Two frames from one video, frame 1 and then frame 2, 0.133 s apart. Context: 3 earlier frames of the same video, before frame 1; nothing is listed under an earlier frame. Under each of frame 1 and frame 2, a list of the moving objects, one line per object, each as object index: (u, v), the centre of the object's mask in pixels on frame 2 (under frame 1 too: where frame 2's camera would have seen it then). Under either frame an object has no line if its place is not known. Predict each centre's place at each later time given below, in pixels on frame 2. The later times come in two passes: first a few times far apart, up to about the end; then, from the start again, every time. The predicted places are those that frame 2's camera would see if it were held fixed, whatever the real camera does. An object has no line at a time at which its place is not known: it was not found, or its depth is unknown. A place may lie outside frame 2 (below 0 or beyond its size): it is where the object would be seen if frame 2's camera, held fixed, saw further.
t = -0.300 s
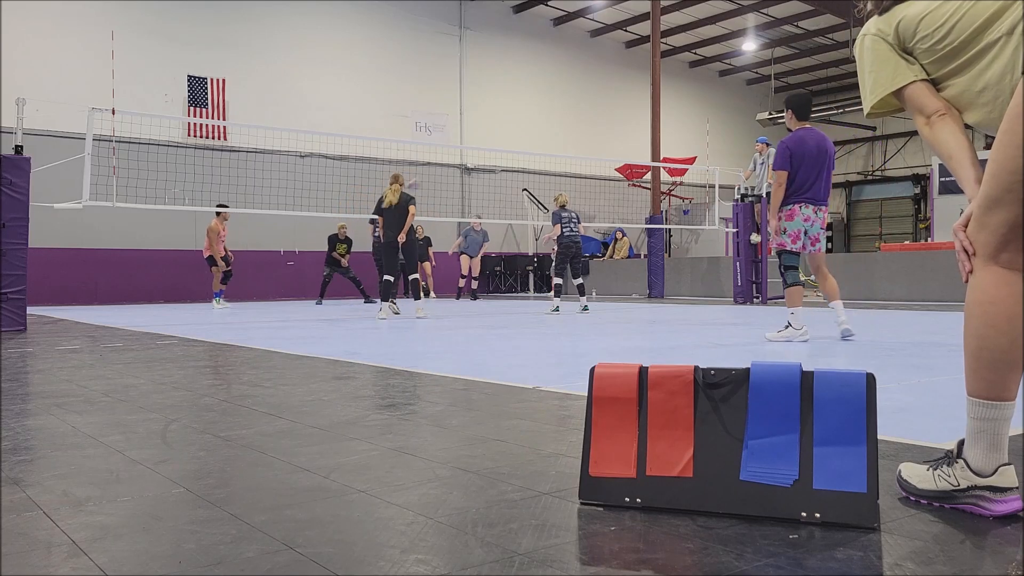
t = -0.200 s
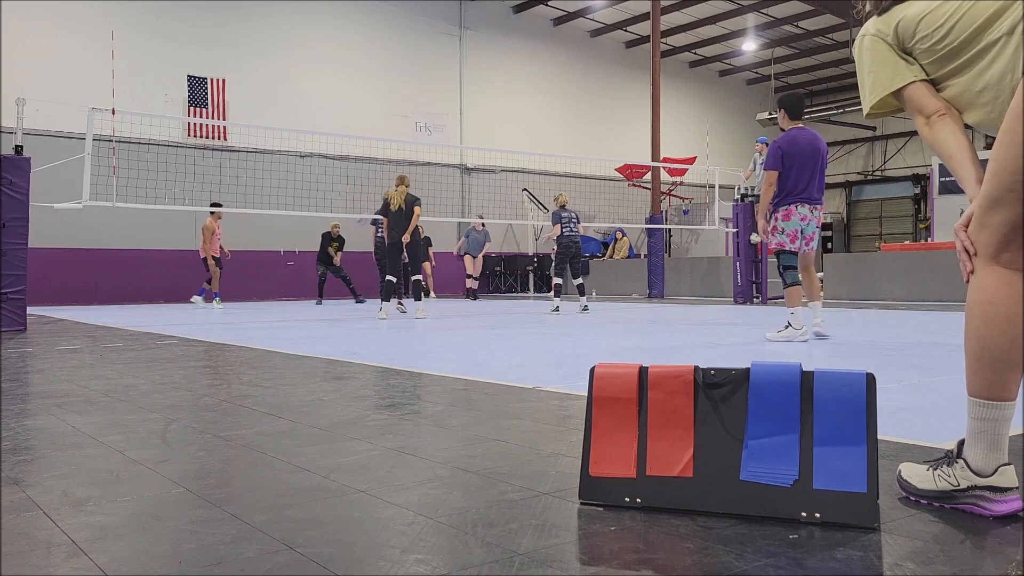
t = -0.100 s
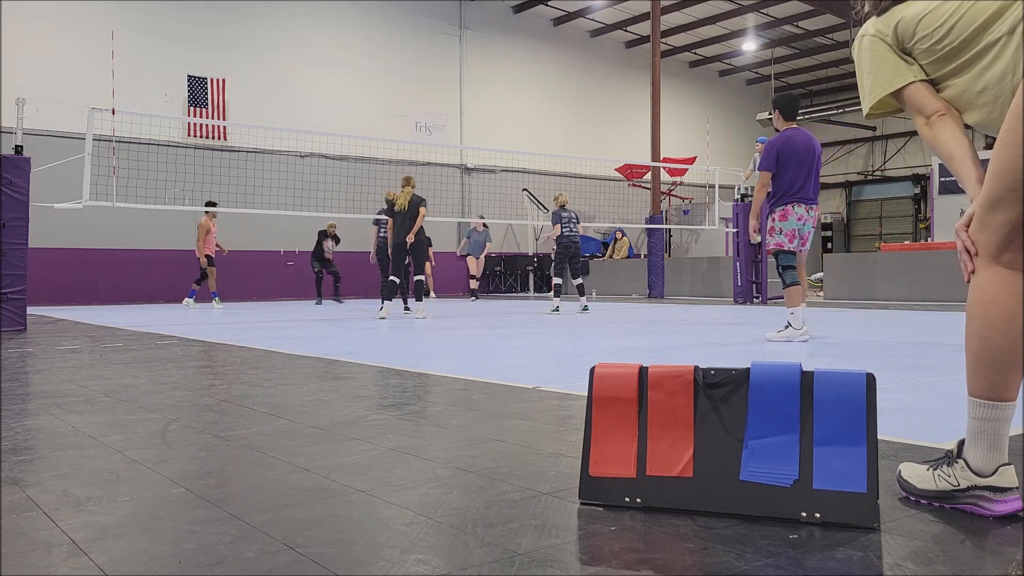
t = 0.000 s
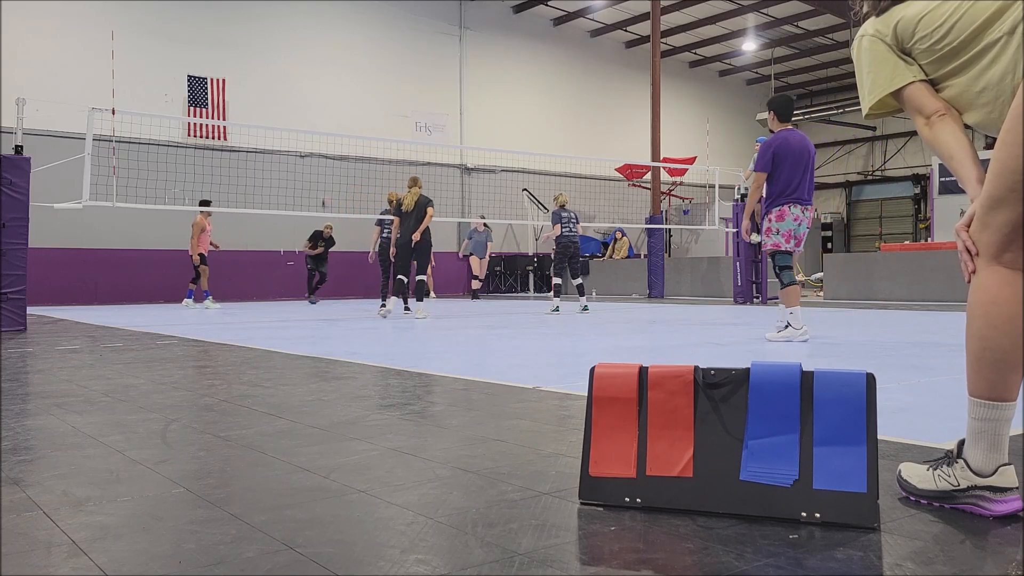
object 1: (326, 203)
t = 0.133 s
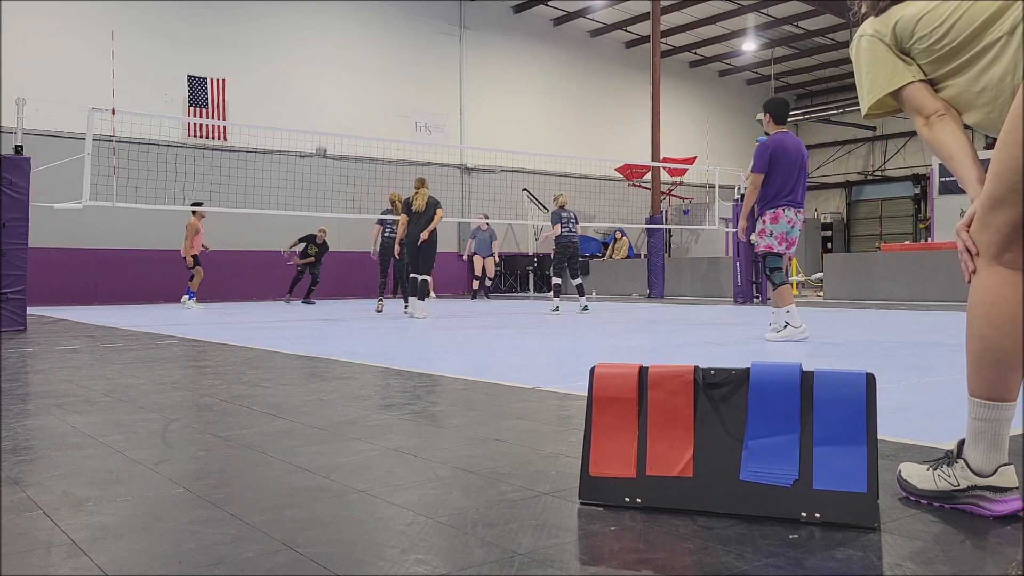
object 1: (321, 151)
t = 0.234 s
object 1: (318, 118)
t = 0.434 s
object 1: (312, 67)
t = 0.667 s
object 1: (306, 34)
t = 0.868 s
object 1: (302, 32)
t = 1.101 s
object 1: (297, 60)
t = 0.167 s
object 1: (320, 140)
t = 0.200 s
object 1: (319, 127)
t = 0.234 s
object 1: (318, 118)
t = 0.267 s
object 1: (317, 108)
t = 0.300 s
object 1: (316, 98)
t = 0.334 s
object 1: (315, 90)
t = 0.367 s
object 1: (314, 82)
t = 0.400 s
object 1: (313, 74)
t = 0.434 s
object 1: (312, 67)
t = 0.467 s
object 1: (311, 60)
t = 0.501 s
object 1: (311, 55)
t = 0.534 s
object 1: (310, 49)
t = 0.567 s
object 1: (309, 45)
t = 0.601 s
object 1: (308, 41)
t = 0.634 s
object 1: (307, 38)
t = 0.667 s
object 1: (306, 34)
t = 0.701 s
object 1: (306, 32)
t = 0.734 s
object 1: (305, 31)
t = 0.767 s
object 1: (304, 30)
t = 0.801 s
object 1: (303, 30)
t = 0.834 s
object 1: (302, 30)
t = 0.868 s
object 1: (302, 32)
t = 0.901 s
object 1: (301, 33)
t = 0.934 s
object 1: (300, 36)
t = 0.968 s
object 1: (300, 39)
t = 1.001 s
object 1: (299, 43)
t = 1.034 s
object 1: (298, 48)
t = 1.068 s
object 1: (298, 53)
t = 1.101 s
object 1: (297, 60)
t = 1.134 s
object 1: (296, 66)
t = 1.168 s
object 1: (295, 70)
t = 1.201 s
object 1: (295, 82)
